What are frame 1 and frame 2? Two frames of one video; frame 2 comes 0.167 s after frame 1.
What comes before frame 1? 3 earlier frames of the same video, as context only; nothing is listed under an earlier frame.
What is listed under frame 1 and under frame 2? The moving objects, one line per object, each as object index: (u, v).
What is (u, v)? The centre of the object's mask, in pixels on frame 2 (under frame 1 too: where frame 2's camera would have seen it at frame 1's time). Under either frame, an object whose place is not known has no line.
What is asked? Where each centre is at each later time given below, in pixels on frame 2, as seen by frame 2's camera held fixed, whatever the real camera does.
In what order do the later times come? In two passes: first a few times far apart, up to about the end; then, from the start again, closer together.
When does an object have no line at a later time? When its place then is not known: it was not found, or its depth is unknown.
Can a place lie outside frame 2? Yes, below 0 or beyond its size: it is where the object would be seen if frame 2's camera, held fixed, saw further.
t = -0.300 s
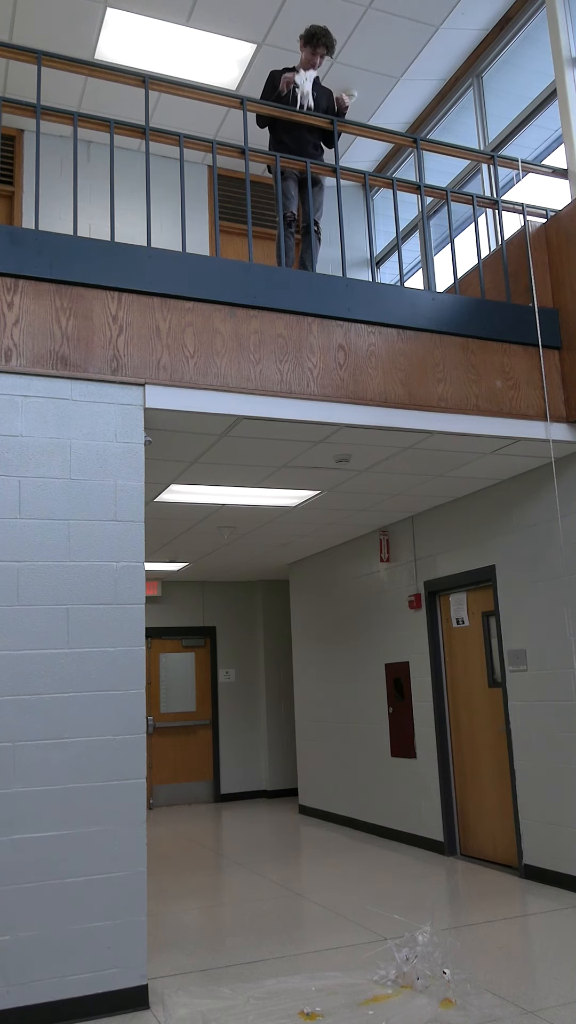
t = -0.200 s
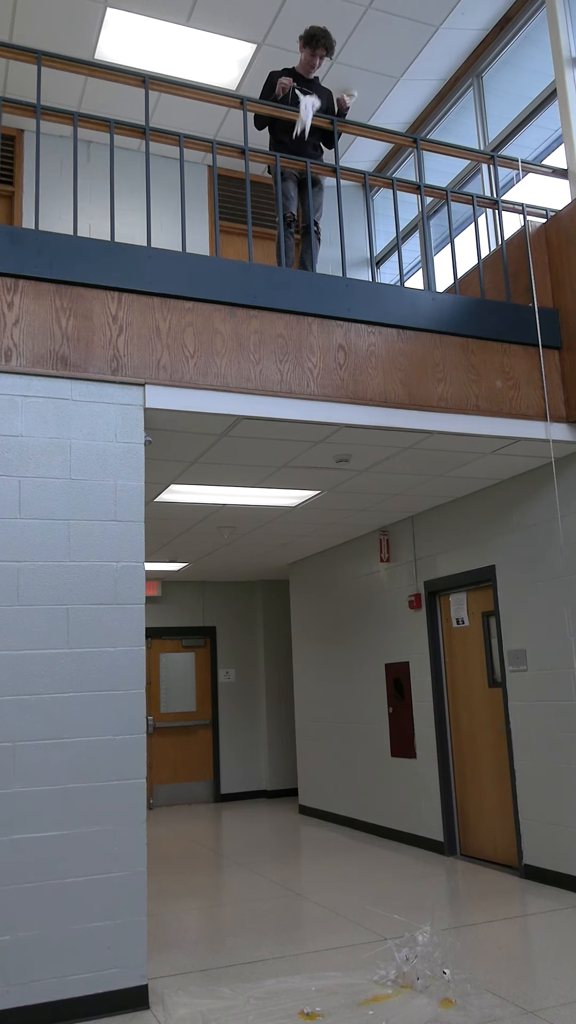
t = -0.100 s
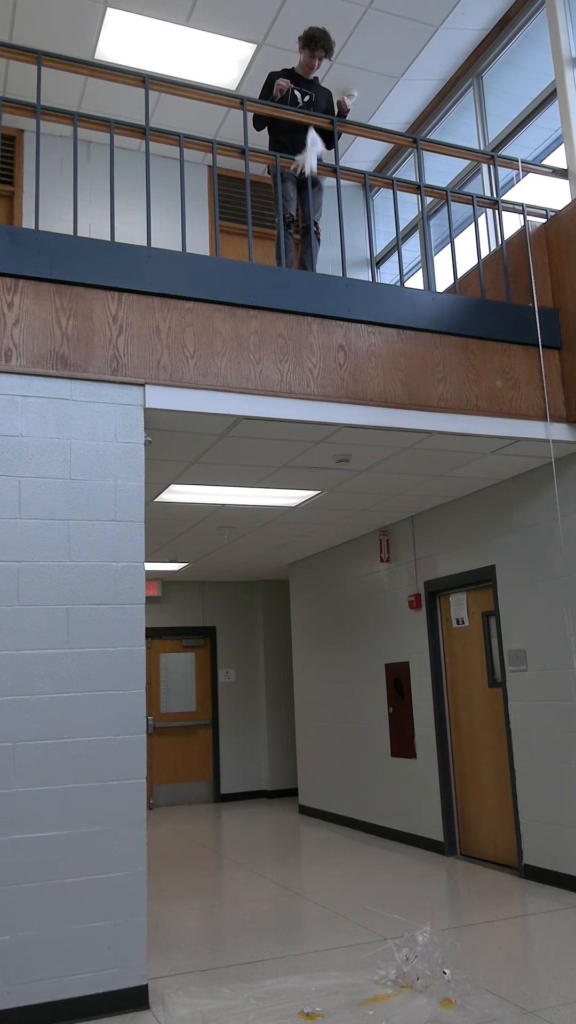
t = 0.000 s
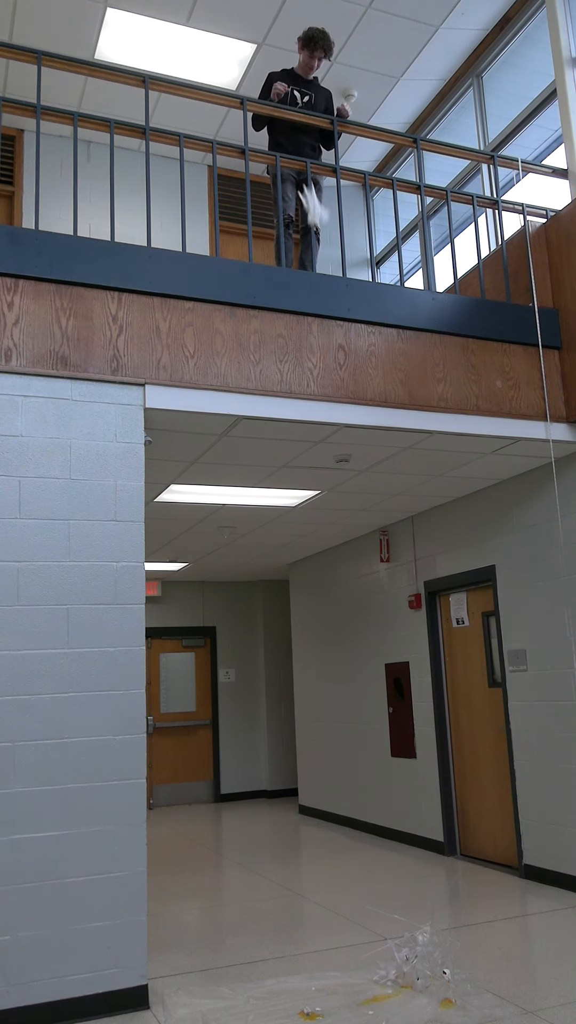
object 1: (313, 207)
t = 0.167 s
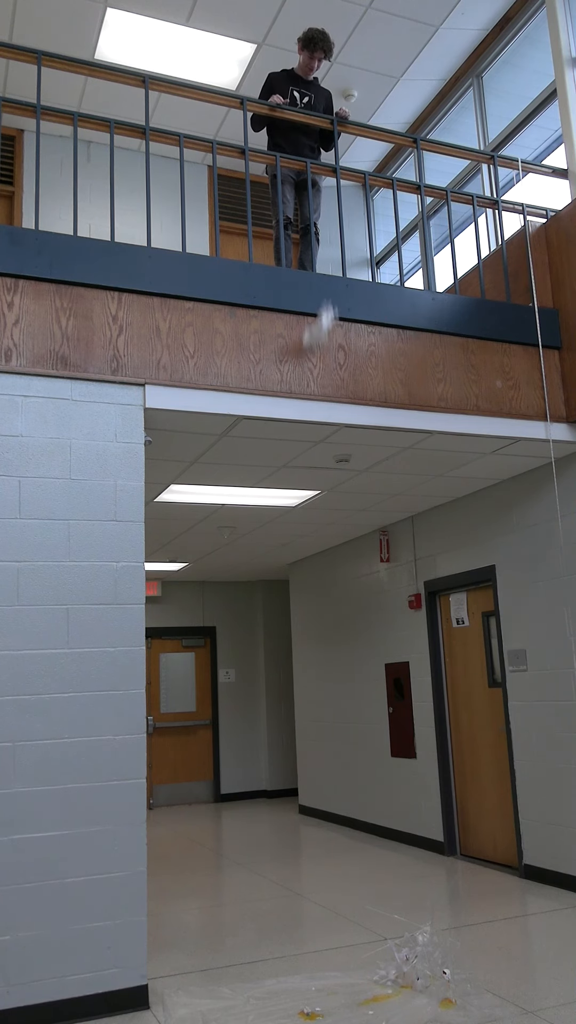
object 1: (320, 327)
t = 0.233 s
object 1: (325, 385)
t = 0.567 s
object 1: (357, 797)
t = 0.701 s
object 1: (375, 979)
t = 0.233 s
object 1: (325, 385)
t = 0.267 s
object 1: (332, 418)
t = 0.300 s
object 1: (334, 449)
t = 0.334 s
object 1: (338, 485)
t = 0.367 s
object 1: (340, 521)
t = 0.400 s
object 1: (343, 562)
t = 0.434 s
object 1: (346, 606)
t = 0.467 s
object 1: (347, 653)
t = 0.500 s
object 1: (350, 699)
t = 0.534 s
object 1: (353, 747)
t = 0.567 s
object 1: (357, 797)
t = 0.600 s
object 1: (361, 846)
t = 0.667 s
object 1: (370, 959)
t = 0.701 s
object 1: (375, 979)
